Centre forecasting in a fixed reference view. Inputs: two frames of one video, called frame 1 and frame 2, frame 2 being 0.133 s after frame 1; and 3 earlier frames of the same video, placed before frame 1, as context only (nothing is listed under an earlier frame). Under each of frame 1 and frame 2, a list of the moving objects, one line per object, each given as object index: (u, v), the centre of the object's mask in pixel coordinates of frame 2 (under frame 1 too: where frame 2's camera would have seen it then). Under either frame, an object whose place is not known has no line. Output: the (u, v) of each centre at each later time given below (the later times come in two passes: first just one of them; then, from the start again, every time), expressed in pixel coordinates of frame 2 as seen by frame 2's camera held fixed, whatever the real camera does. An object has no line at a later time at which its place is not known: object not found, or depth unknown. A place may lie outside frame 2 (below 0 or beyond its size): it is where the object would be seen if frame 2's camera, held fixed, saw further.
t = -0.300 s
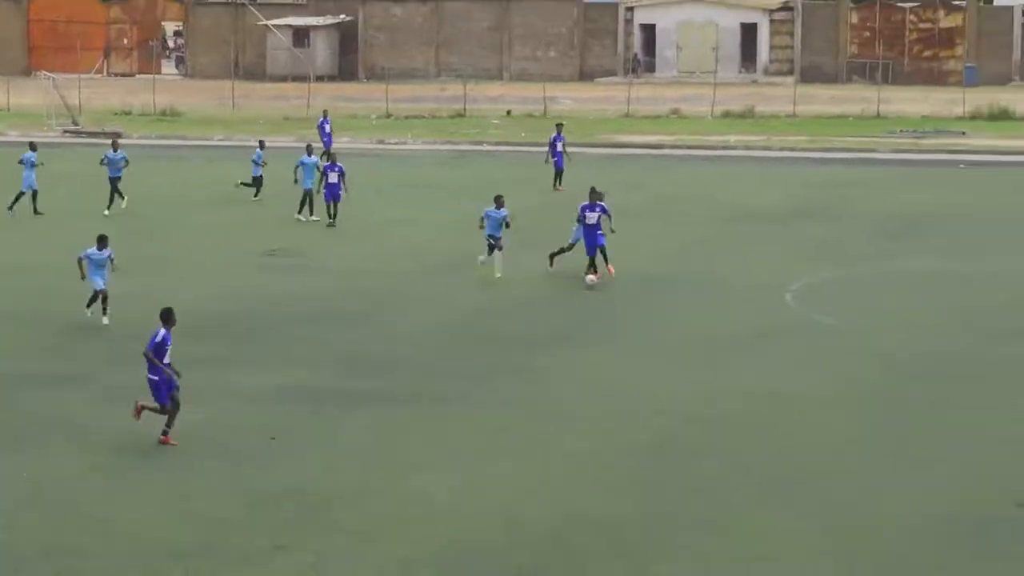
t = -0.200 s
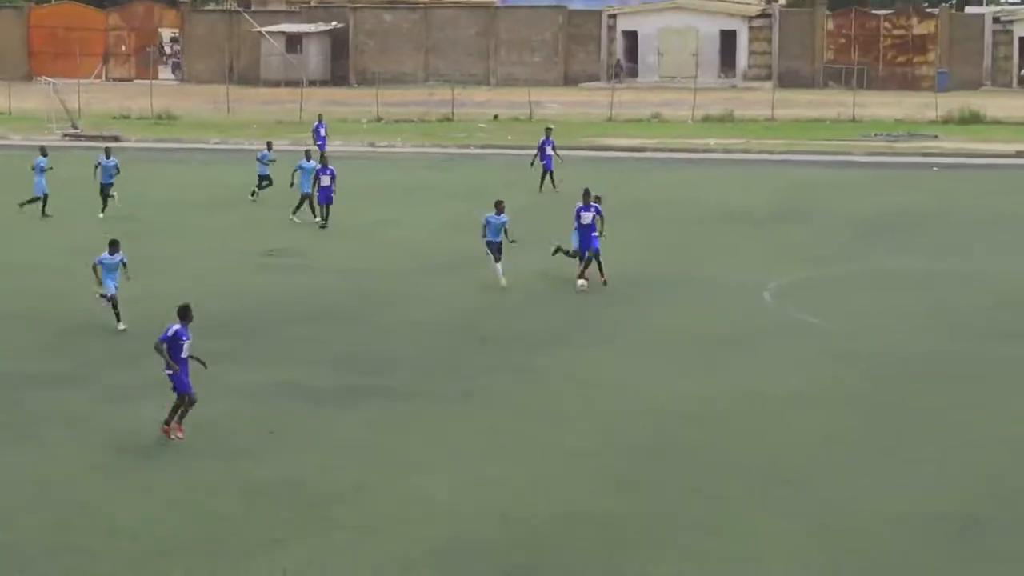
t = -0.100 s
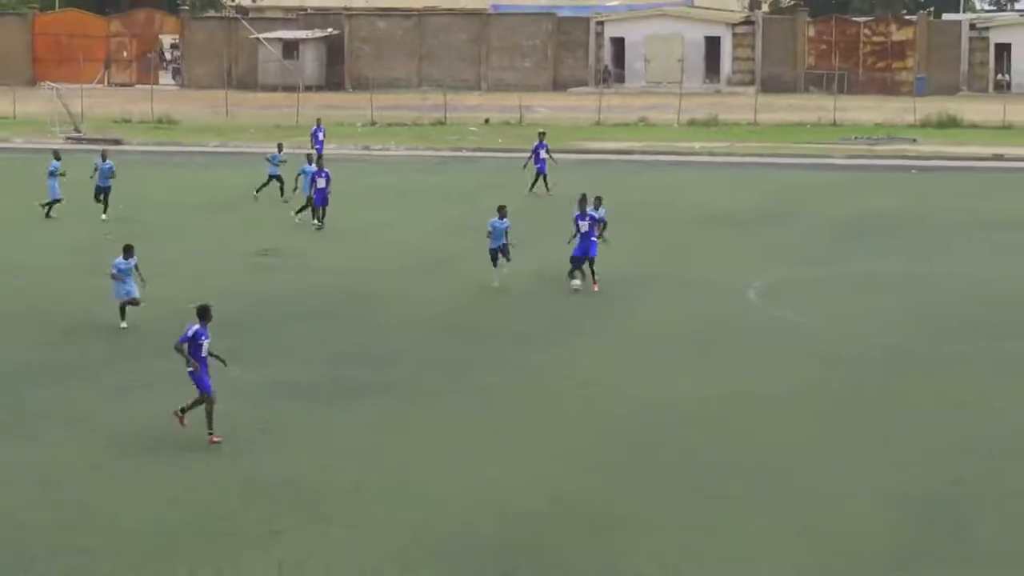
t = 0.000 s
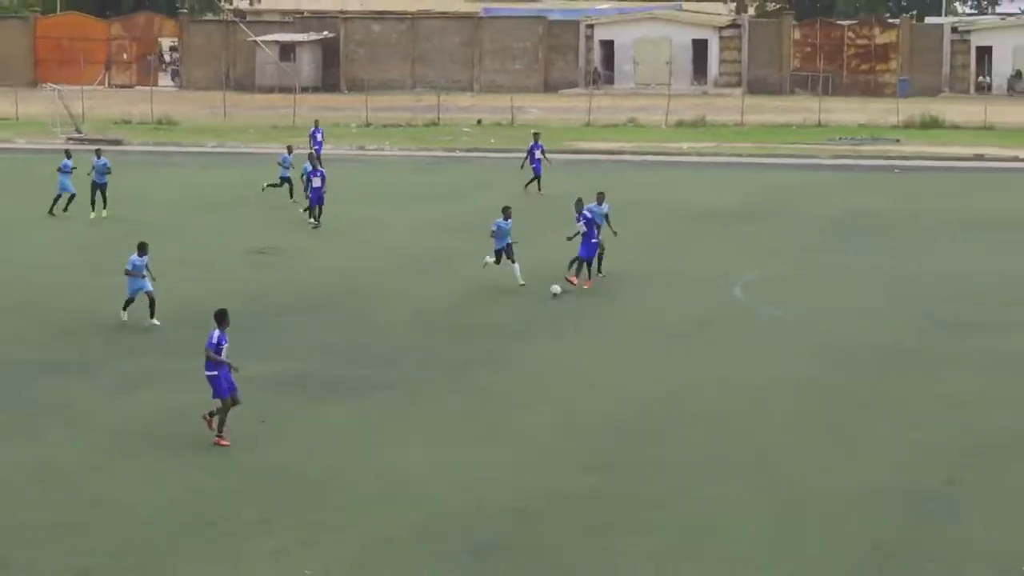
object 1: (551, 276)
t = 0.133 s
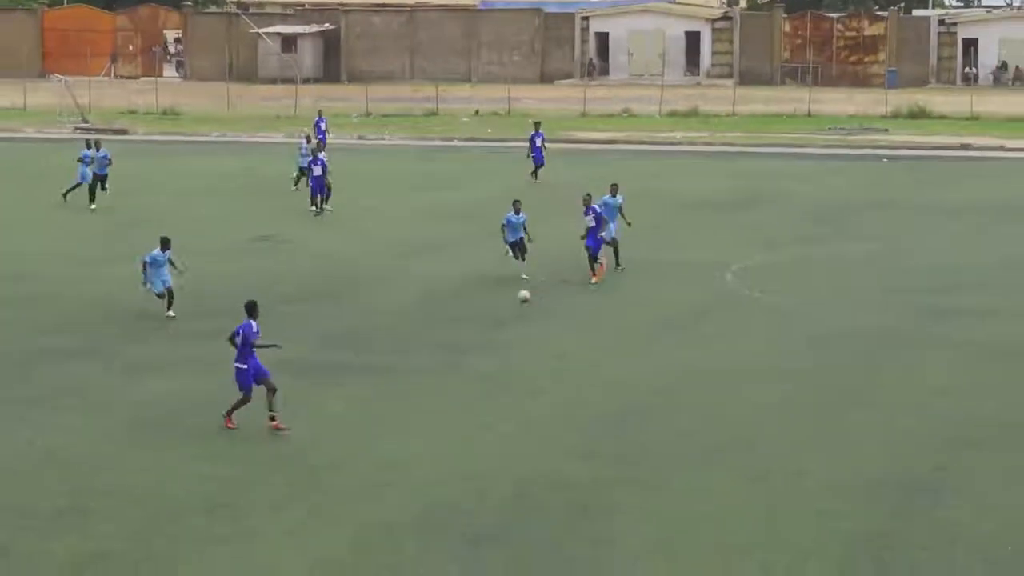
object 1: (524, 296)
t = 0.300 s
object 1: (493, 313)
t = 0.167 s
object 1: (517, 298)
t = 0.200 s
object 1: (511, 300)
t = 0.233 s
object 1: (505, 303)
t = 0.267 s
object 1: (499, 308)
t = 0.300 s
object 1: (493, 313)
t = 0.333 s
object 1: (486, 320)
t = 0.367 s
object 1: (481, 324)
